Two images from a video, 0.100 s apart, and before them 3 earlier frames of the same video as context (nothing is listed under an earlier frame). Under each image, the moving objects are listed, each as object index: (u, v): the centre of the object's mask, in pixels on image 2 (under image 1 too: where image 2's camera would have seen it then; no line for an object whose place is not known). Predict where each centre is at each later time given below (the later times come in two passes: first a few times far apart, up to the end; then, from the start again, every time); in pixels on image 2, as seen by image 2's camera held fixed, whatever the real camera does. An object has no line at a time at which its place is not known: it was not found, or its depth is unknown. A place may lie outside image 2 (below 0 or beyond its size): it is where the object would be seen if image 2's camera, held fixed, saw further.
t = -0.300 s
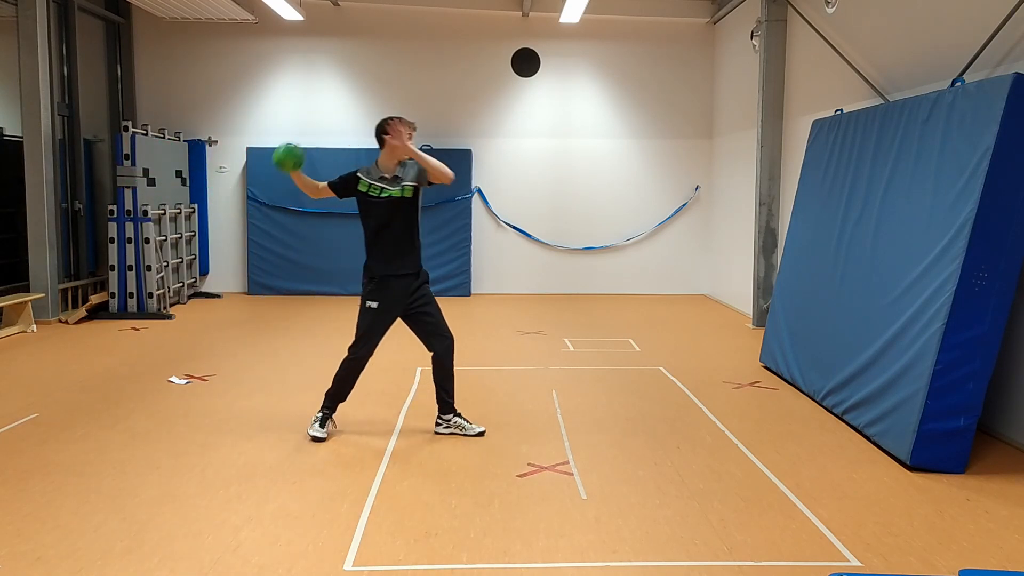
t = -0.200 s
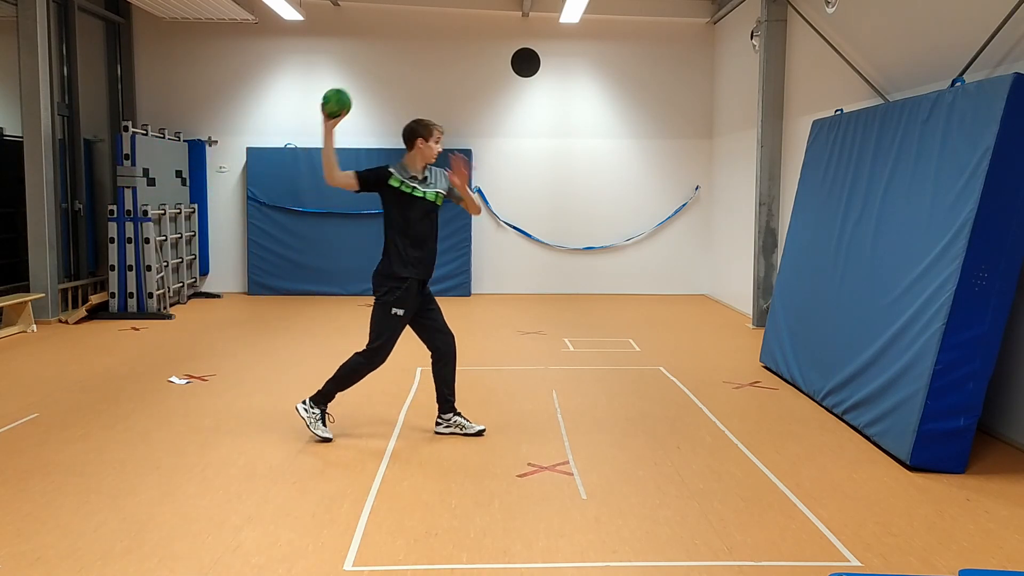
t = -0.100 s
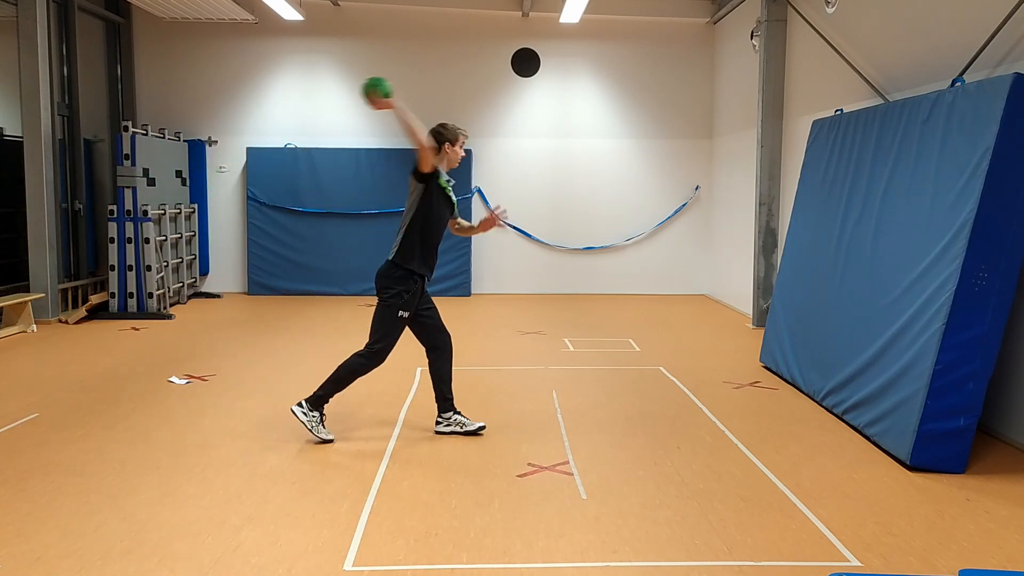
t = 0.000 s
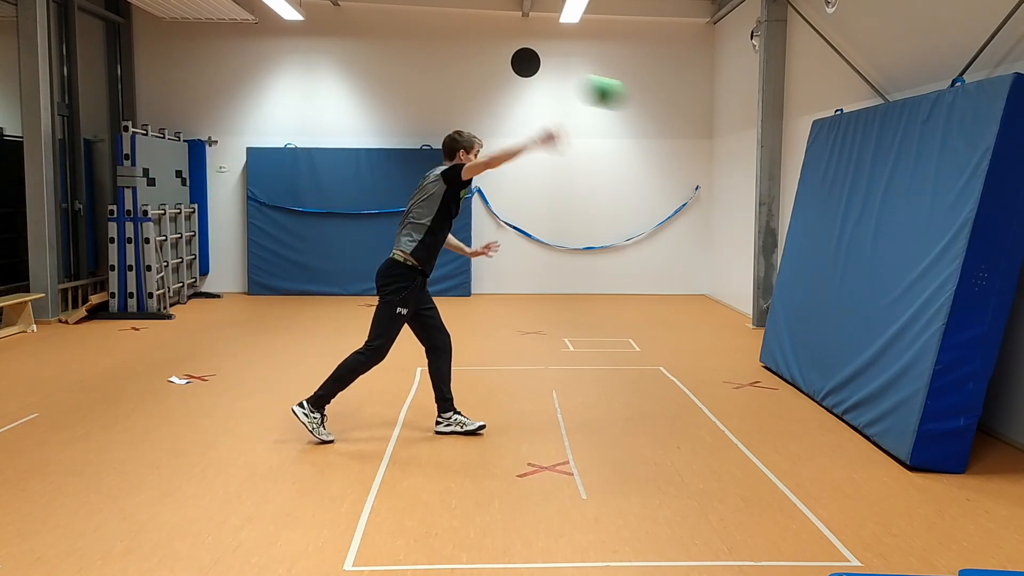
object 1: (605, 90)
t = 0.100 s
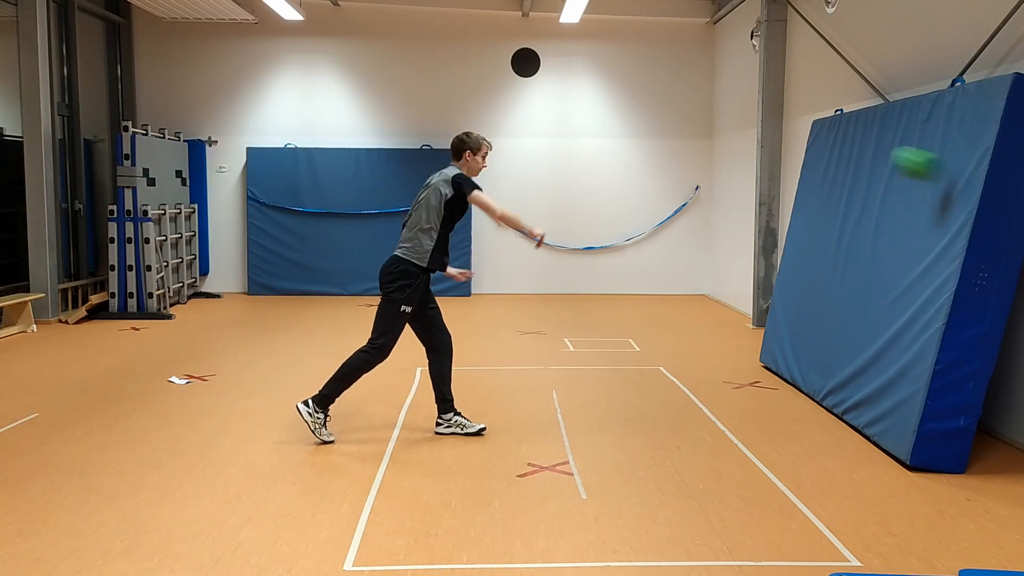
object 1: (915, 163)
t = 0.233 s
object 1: (876, 179)
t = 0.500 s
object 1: (701, 284)
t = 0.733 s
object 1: (560, 424)
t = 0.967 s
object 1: (478, 326)
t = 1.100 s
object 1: (431, 312)
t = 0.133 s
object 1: (943, 174)
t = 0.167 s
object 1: (920, 173)
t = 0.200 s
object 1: (898, 175)
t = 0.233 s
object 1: (876, 179)
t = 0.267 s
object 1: (854, 185)
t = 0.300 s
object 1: (832, 193)
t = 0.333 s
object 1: (809, 203)
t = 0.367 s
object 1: (787, 216)
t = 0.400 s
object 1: (766, 230)
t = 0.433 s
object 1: (744, 246)
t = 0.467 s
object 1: (723, 264)
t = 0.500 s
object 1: (701, 284)
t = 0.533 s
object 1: (679, 306)
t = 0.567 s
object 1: (658, 330)
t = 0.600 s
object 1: (636, 356)
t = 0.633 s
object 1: (614, 384)
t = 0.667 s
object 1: (593, 414)
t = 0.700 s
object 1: (573, 444)
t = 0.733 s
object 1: (560, 424)
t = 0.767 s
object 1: (548, 405)
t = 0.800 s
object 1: (537, 387)
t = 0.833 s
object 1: (526, 371)
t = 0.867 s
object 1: (515, 358)
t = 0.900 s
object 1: (503, 345)
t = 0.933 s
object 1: (491, 334)
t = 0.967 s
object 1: (478, 326)
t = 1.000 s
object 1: (466, 320)
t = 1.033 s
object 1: (454, 315)
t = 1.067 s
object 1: (443, 313)
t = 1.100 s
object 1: (431, 312)
